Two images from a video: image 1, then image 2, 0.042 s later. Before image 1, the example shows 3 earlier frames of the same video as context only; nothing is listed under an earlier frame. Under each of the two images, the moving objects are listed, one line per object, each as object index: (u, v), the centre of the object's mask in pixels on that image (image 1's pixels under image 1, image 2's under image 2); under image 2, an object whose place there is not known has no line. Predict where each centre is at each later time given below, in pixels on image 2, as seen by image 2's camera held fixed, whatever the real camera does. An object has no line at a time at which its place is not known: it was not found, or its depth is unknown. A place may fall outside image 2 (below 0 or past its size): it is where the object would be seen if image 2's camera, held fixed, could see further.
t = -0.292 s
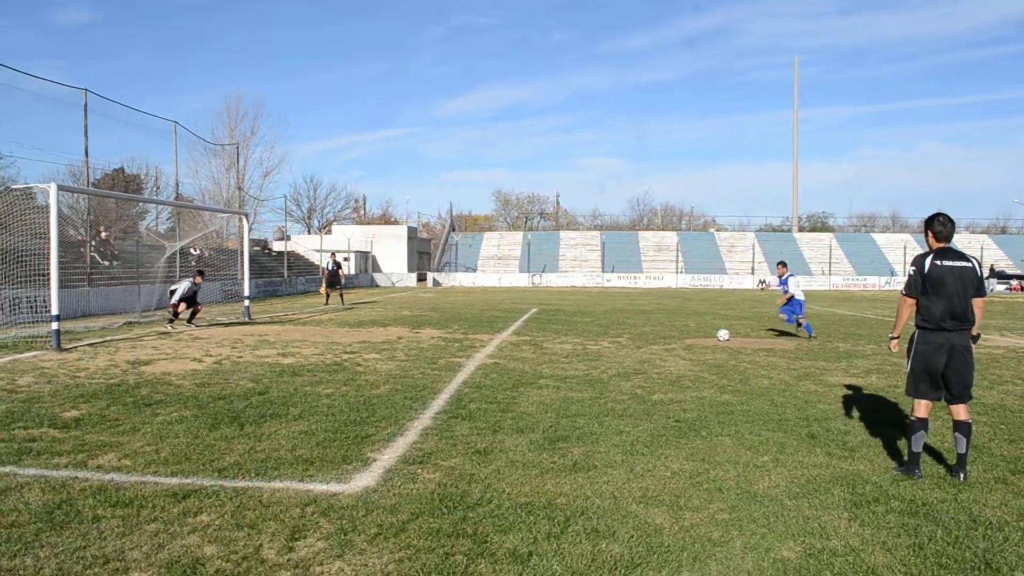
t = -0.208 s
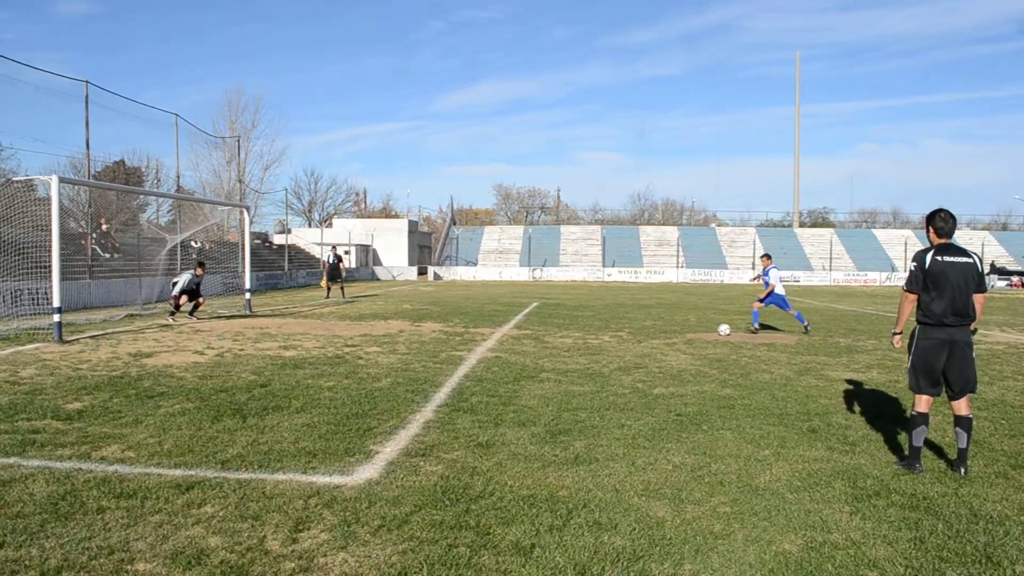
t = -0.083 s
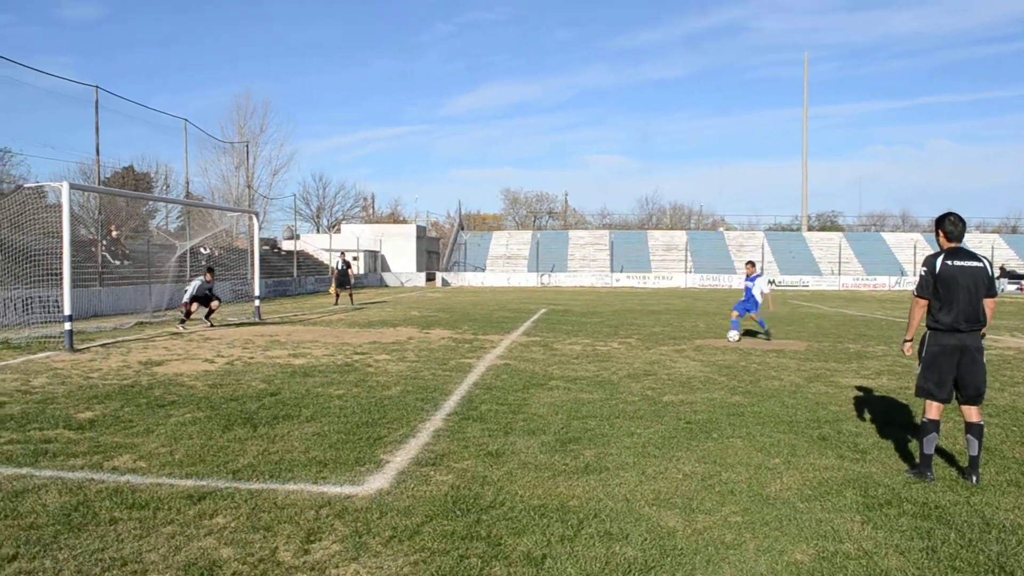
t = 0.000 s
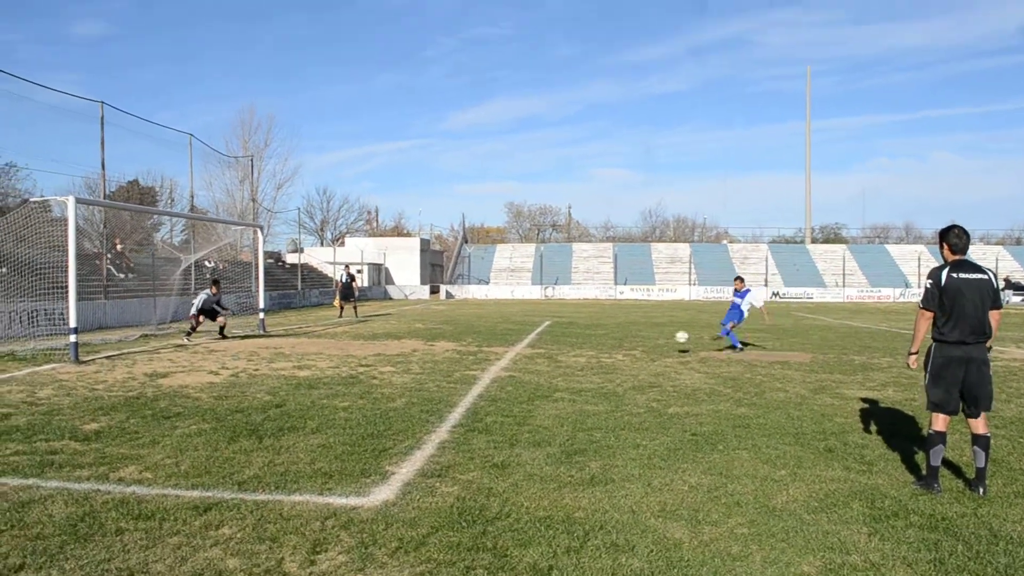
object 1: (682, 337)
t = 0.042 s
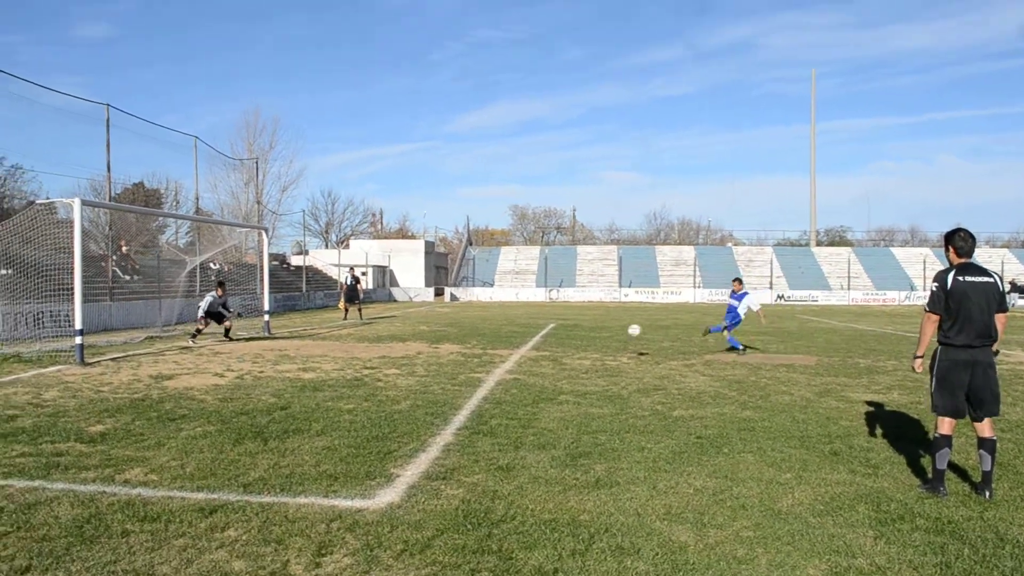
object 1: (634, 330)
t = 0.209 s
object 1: (420, 300)
